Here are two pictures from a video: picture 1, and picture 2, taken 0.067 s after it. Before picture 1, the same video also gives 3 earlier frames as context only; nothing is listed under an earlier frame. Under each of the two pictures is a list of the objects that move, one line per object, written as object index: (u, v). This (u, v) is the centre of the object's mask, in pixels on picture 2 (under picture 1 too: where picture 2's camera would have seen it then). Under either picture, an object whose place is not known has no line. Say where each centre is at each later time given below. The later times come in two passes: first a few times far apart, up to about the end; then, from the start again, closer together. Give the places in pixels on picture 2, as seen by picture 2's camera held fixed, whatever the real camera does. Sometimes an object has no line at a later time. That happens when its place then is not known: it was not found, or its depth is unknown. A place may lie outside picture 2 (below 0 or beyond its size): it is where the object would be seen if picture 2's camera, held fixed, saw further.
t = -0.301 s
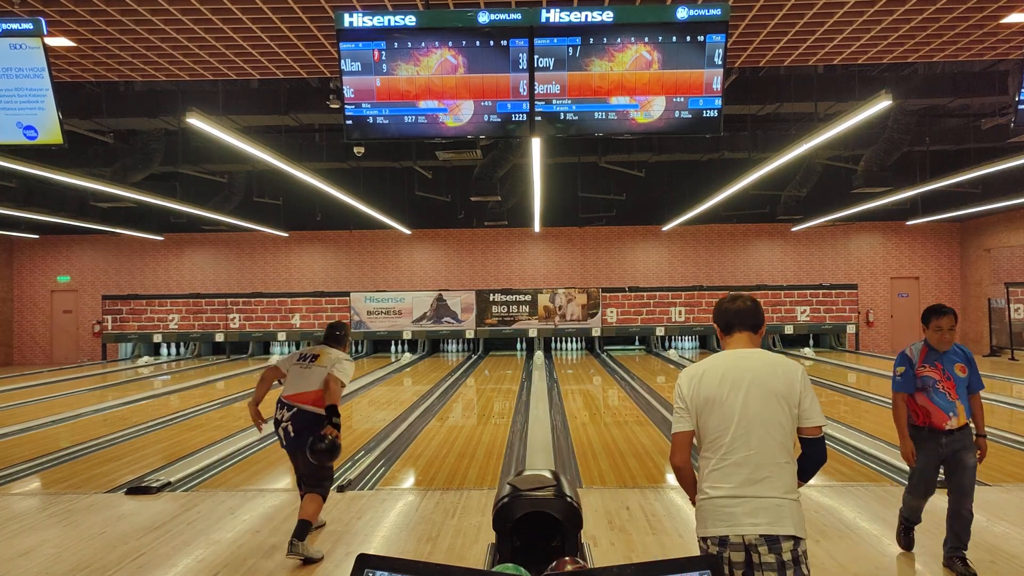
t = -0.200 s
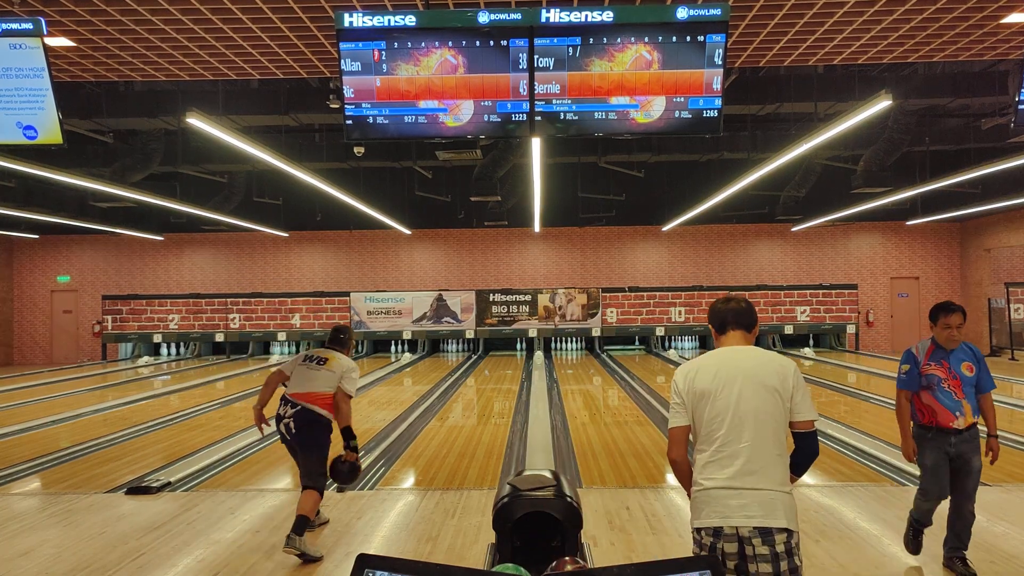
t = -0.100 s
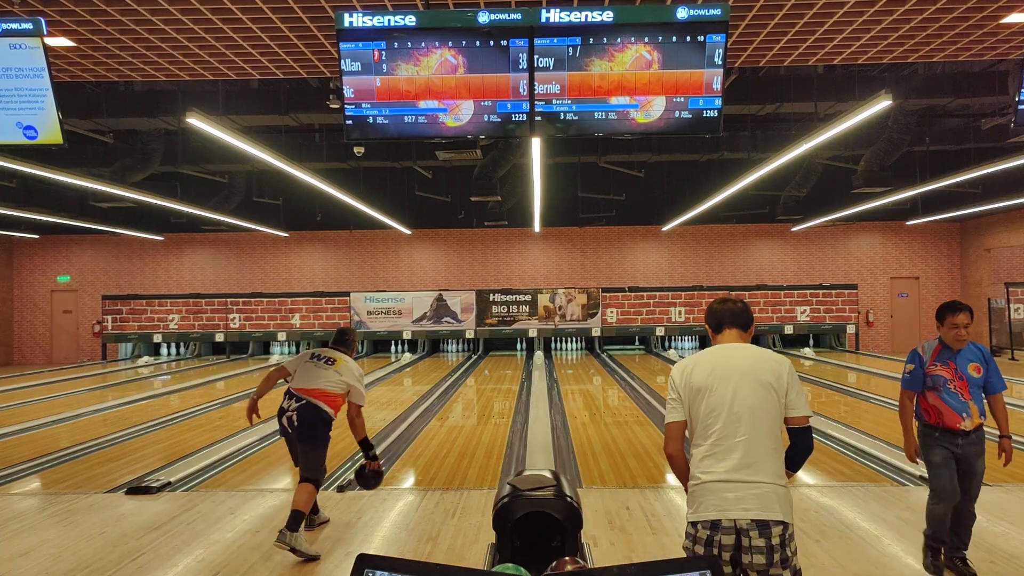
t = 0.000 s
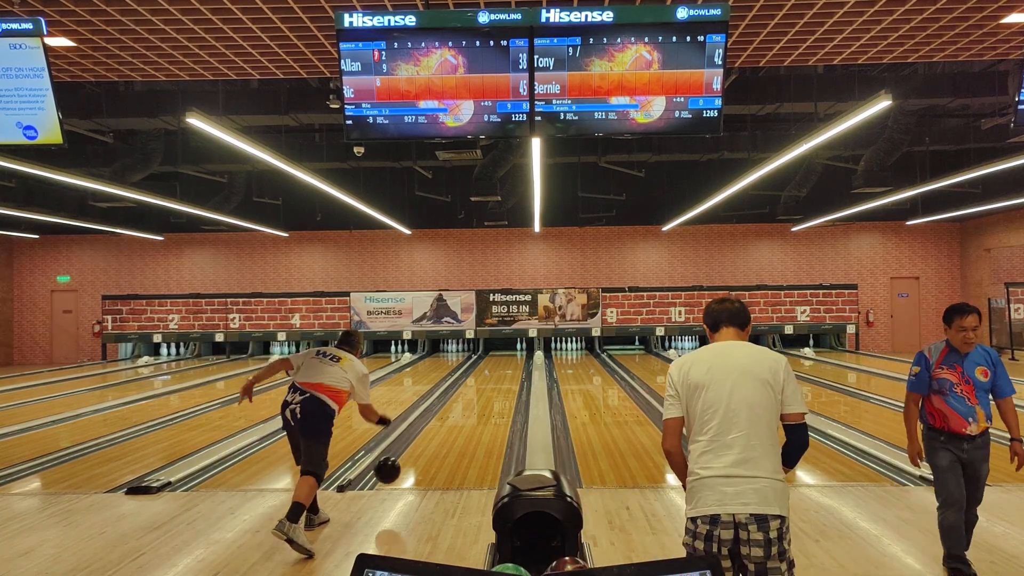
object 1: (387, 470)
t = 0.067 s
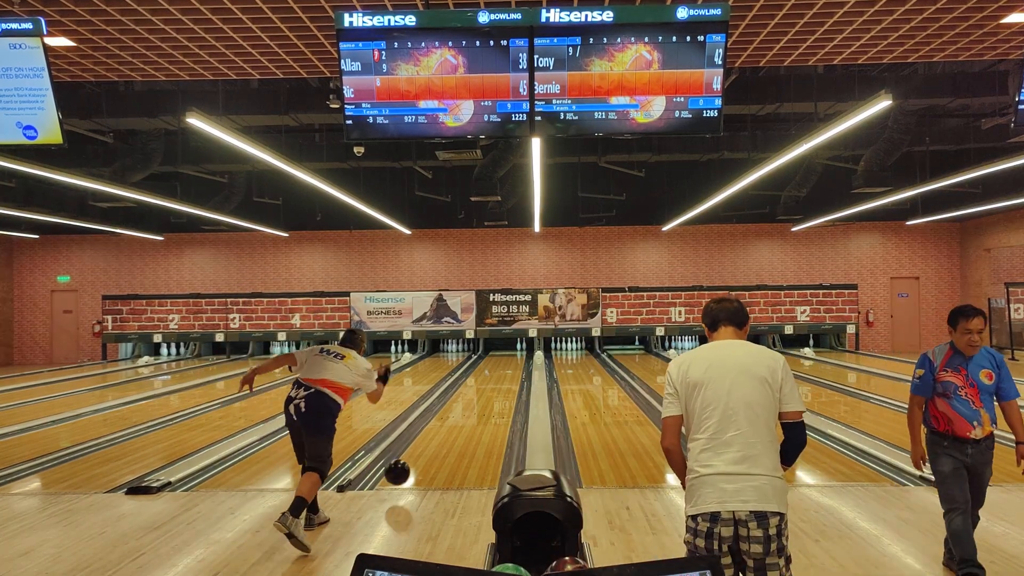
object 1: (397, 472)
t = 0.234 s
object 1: (416, 462)
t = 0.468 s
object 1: (440, 437)
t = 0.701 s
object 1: (456, 420)
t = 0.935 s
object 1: (468, 407)
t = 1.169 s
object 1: (478, 396)
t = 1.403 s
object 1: (486, 387)
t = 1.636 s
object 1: (493, 380)
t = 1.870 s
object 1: (498, 374)
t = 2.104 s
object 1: (503, 368)
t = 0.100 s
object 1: (402, 475)
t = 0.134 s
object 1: (406, 472)
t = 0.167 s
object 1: (410, 466)
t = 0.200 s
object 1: (414, 462)
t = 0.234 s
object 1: (416, 462)
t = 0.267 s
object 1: (422, 458)
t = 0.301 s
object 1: (425, 453)
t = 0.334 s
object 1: (429, 450)
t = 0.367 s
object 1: (431, 447)
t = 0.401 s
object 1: (434, 443)
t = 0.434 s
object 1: (437, 440)
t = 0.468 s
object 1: (440, 437)
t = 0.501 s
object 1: (442, 434)
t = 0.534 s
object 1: (445, 432)
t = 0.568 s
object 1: (447, 429)
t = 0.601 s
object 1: (449, 427)
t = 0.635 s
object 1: (452, 424)
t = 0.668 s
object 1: (454, 422)
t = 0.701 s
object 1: (456, 420)
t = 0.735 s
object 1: (458, 418)
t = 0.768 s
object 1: (460, 416)
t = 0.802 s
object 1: (462, 414)
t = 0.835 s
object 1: (463, 412)
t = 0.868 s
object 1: (465, 410)
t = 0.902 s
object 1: (467, 408)
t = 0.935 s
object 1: (468, 407)
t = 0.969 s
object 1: (470, 405)
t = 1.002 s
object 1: (471, 404)
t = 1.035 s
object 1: (472, 402)
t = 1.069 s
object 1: (474, 400)
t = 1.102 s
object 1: (475, 399)
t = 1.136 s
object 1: (477, 397)
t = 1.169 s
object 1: (478, 396)
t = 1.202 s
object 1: (479, 395)
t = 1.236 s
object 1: (480, 393)
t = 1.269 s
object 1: (482, 392)
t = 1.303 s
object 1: (483, 391)
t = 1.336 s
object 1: (484, 390)
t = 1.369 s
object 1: (485, 388)
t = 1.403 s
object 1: (486, 387)
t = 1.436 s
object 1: (487, 386)
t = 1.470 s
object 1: (488, 385)
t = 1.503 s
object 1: (489, 384)
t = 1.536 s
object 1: (490, 383)
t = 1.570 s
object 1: (491, 382)
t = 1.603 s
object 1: (492, 381)
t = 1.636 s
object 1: (493, 380)
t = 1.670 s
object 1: (494, 379)
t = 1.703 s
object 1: (494, 378)
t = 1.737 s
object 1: (495, 377)
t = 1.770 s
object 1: (496, 376)
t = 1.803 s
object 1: (497, 375)
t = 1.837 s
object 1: (498, 374)
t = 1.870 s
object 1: (498, 374)
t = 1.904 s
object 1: (499, 373)
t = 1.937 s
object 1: (500, 372)
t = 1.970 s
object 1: (500, 371)
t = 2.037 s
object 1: (502, 370)
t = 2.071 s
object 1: (502, 369)
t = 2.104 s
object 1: (503, 368)
